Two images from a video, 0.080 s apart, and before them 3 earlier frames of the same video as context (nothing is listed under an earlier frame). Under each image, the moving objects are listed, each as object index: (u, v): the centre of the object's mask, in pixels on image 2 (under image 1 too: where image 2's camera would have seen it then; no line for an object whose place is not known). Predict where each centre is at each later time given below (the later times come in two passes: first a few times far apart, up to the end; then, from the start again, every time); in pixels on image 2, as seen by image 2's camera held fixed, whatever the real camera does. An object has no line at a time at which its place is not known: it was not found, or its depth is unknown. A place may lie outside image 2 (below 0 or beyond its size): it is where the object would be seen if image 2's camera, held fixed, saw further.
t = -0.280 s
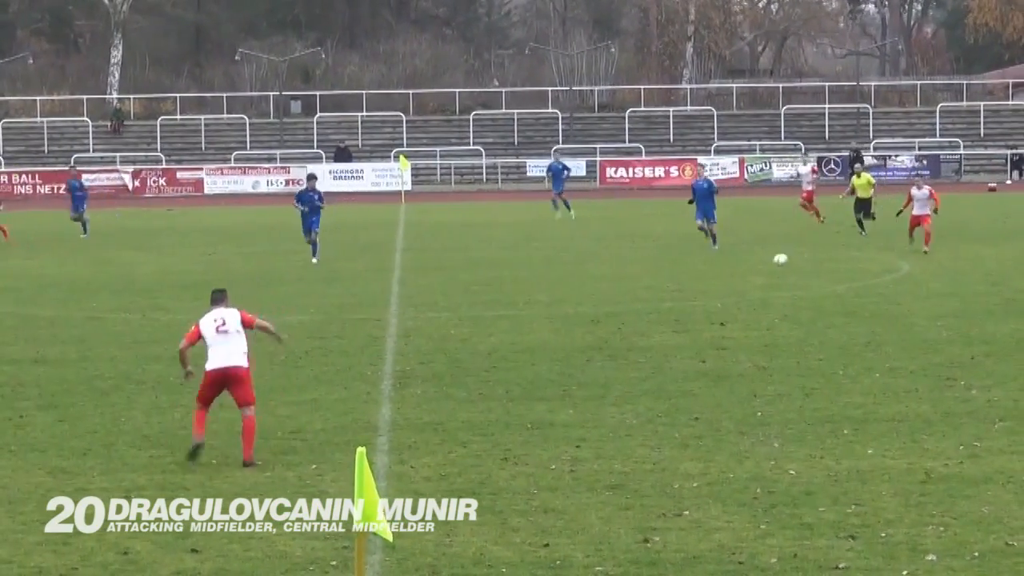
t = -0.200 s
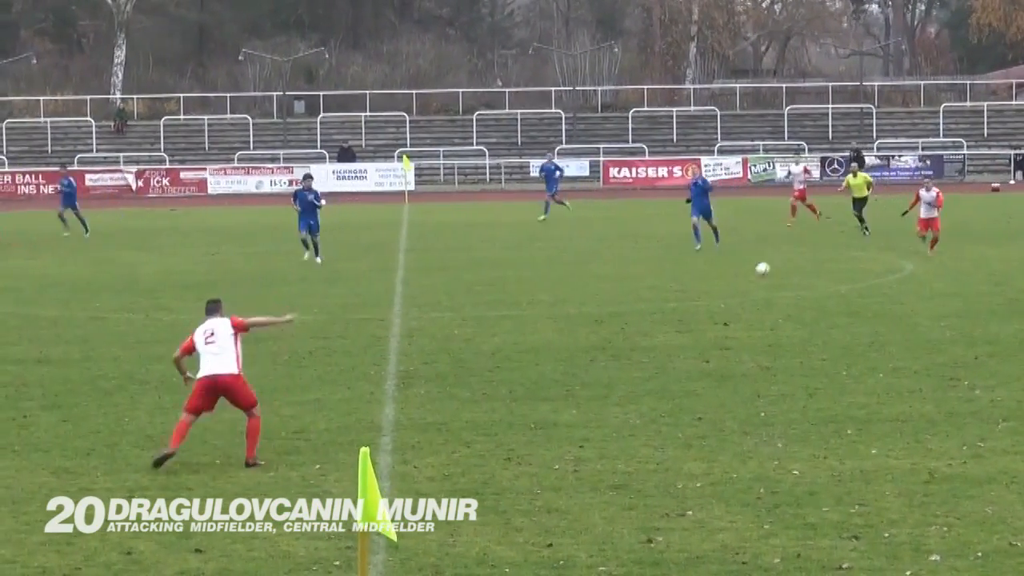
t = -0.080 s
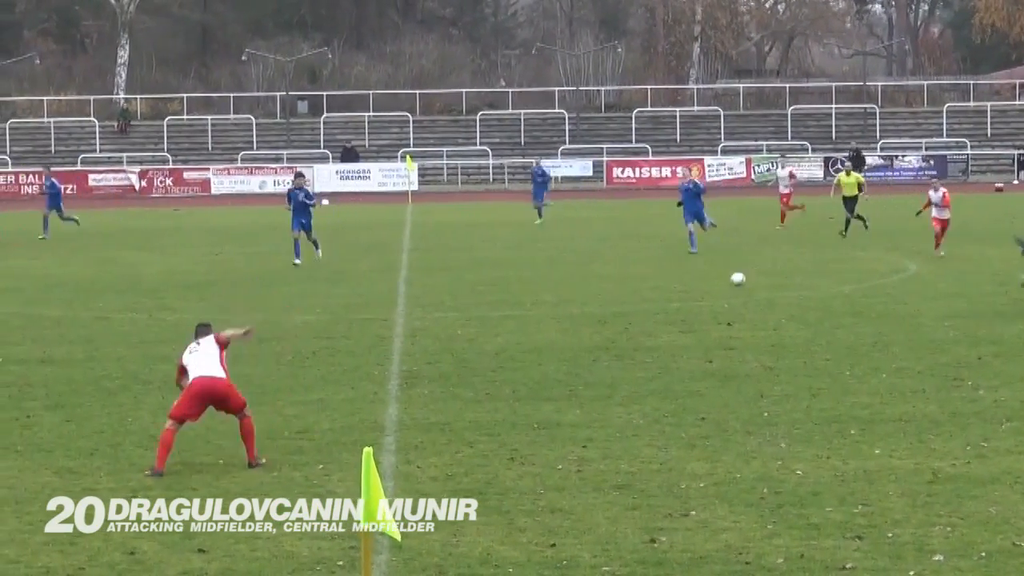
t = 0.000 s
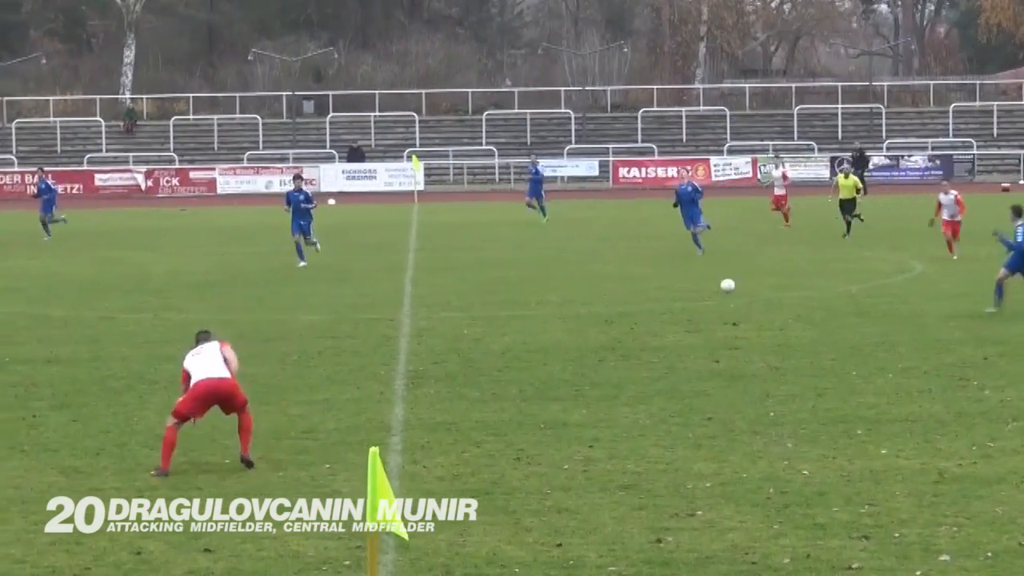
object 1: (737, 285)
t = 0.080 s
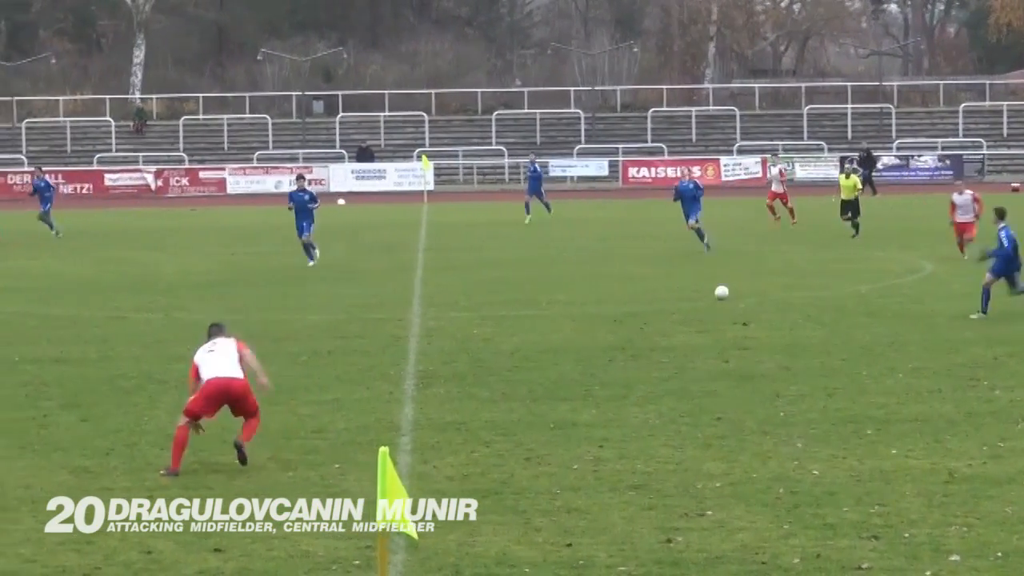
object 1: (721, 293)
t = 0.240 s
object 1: (694, 304)
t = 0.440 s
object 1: (666, 315)
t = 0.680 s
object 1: (639, 332)
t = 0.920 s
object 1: (618, 349)
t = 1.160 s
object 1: (597, 366)
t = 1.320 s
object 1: (583, 376)
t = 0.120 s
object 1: (714, 294)
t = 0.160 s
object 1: (707, 298)
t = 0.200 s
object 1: (700, 302)
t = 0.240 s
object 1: (694, 304)
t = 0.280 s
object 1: (688, 306)
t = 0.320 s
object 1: (682, 308)
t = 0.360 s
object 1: (676, 313)
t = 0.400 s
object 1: (671, 316)
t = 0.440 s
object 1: (666, 315)
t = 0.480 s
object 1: (661, 316)
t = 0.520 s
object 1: (656, 318)
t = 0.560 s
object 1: (652, 321)
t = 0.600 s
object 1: (647, 326)
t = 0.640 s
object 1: (643, 332)
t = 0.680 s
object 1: (639, 332)
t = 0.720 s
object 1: (636, 334)
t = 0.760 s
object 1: (633, 337)
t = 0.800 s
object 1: (629, 341)
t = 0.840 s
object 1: (625, 343)
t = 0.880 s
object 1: (622, 345)
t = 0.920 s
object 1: (618, 349)
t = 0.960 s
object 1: (615, 352)
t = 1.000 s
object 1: (611, 353)
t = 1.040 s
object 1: (608, 355)
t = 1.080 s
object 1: (604, 359)
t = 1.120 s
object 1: (601, 363)
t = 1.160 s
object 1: (597, 366)
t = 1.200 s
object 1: (594, 368)
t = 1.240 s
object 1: (591, 371)
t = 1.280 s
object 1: (587, 373)
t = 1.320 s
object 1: (583, 376)
